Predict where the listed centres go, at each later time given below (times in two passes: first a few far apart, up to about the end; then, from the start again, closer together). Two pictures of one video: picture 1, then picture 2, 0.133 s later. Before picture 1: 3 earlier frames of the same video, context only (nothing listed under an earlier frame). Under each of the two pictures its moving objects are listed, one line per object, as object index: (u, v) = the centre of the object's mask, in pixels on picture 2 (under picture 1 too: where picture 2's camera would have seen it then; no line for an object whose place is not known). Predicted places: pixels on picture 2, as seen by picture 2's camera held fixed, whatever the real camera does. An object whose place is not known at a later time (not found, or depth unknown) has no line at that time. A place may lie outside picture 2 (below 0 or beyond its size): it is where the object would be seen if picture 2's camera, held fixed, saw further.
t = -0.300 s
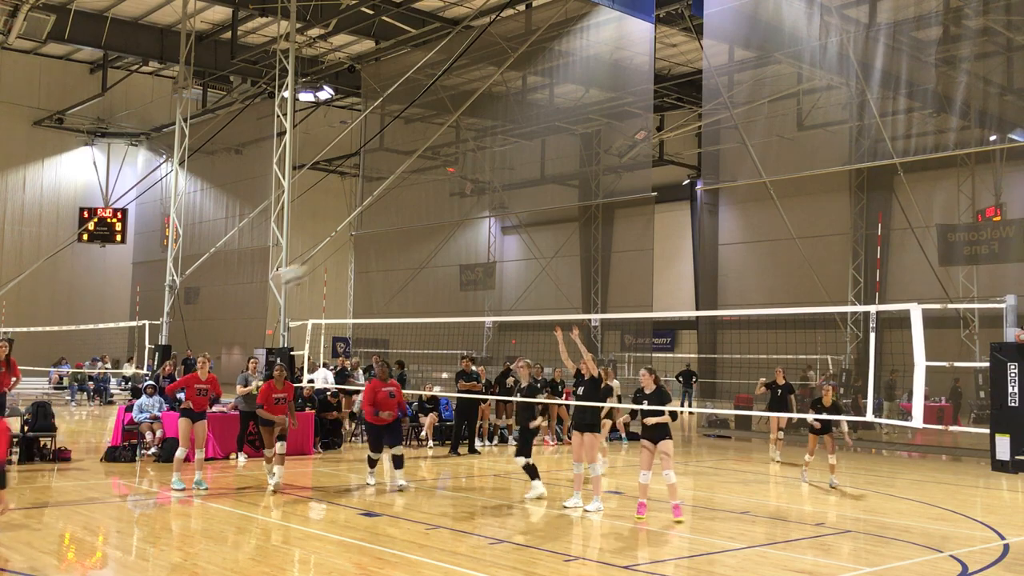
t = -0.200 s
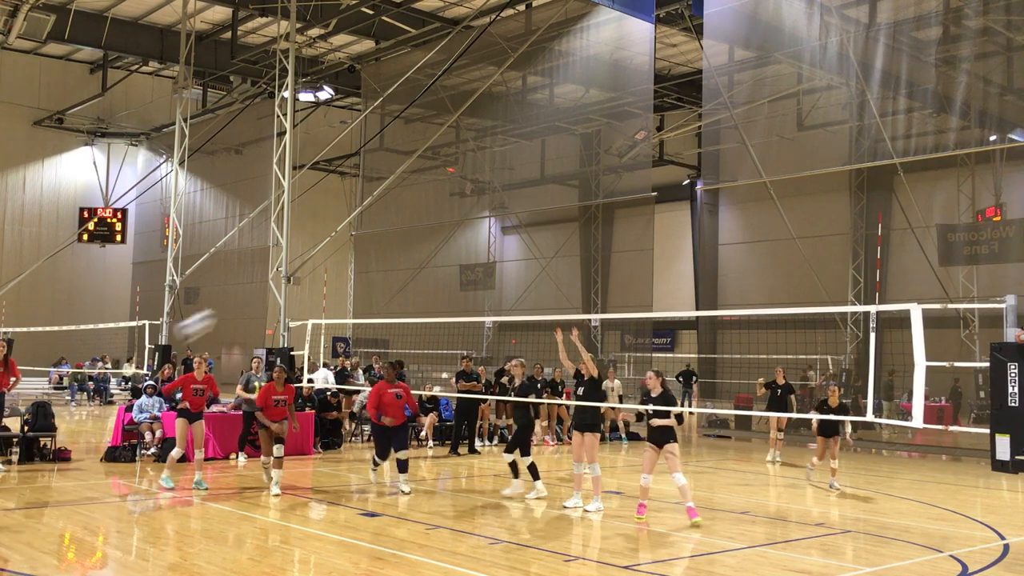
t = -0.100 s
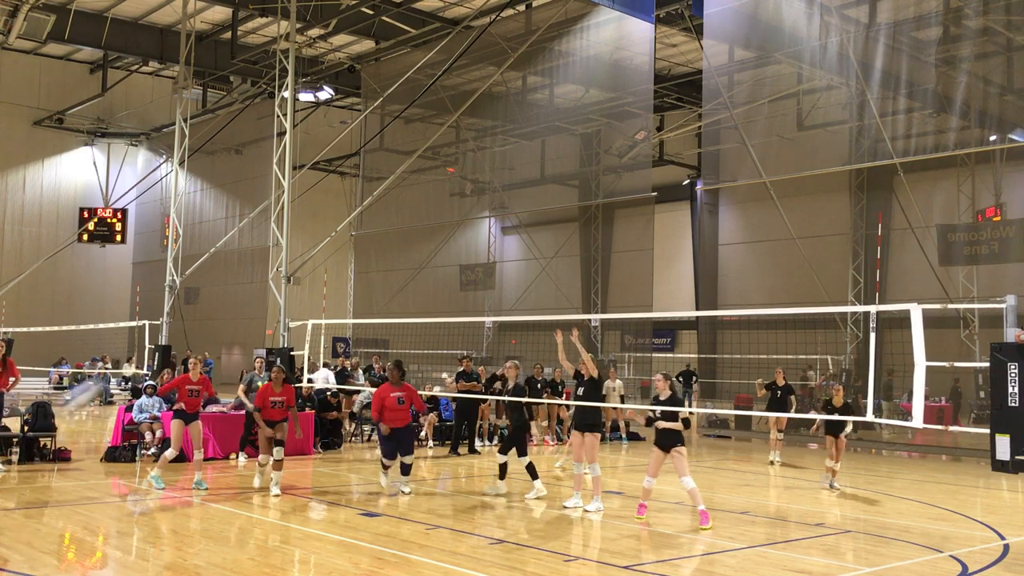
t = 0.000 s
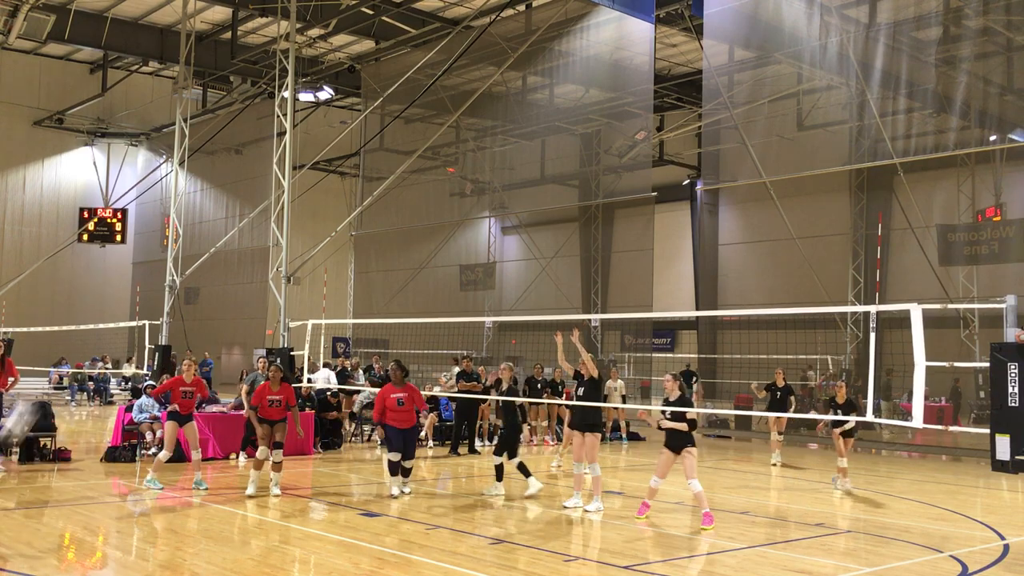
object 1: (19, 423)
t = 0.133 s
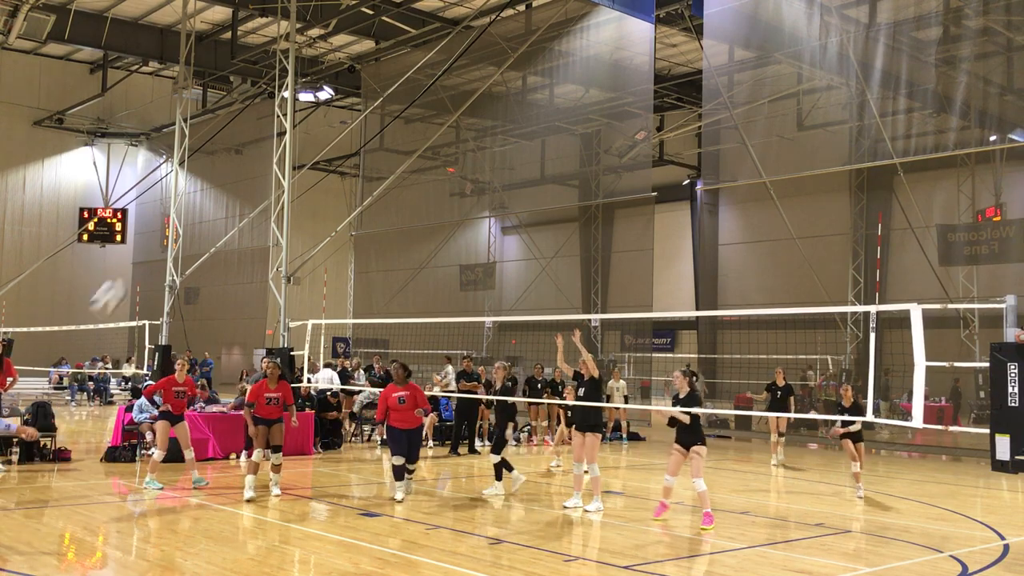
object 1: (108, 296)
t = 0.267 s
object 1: (190, 205)
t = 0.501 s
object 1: (306, 118)
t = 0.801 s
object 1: (423, 98)
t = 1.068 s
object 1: (508, 149)
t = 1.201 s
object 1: (545, 195)
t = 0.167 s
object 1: (129, 272)
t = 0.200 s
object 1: (149, 250)
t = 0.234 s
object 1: (167, 228)
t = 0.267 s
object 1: (190, 205)
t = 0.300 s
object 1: (208, 188)
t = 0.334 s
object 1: (225, 173)
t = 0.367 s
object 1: (242, 159)
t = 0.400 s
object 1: (257, 148)
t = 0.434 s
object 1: (273, 134)
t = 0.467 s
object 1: (291, 127)
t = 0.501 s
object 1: (306, 118)
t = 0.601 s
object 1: (347, 100)
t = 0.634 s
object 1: (360, 98)
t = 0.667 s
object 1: (373, 95)
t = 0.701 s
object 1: (386, 94)
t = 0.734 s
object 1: (397, 95)
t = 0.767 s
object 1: (410, 95)
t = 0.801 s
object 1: (423, 98)
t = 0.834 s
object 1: (434, 101)
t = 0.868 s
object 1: (446, 105)
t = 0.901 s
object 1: (456, 109)
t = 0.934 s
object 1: (467, 116)
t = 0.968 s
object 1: (476, 123)
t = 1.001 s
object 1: (488, 131)
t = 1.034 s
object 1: (499, 139)
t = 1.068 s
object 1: (508, 149)
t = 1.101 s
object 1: (517, 160)
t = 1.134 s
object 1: (527, 171)
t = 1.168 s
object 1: (536, 183)
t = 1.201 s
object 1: (545, 195)
